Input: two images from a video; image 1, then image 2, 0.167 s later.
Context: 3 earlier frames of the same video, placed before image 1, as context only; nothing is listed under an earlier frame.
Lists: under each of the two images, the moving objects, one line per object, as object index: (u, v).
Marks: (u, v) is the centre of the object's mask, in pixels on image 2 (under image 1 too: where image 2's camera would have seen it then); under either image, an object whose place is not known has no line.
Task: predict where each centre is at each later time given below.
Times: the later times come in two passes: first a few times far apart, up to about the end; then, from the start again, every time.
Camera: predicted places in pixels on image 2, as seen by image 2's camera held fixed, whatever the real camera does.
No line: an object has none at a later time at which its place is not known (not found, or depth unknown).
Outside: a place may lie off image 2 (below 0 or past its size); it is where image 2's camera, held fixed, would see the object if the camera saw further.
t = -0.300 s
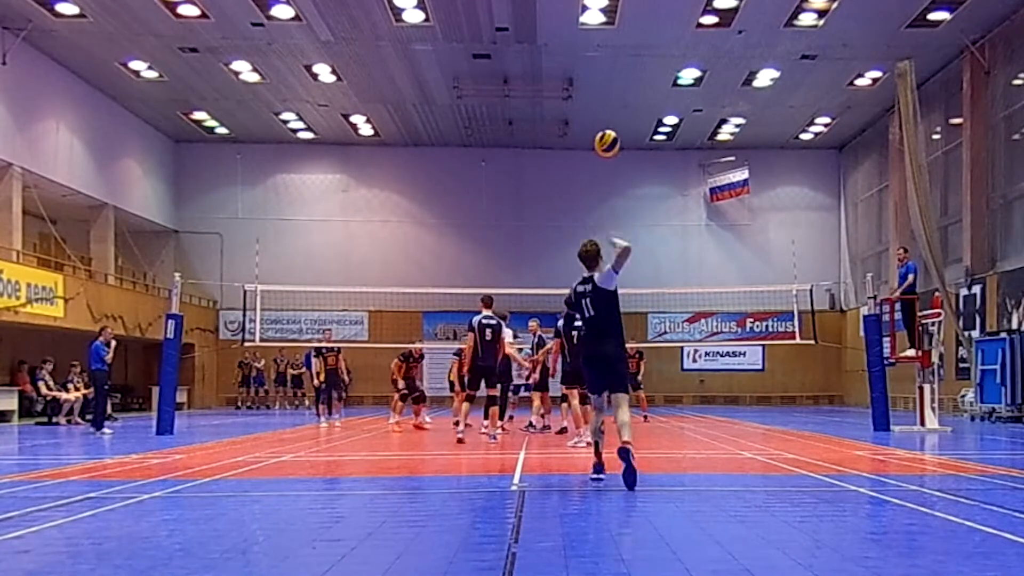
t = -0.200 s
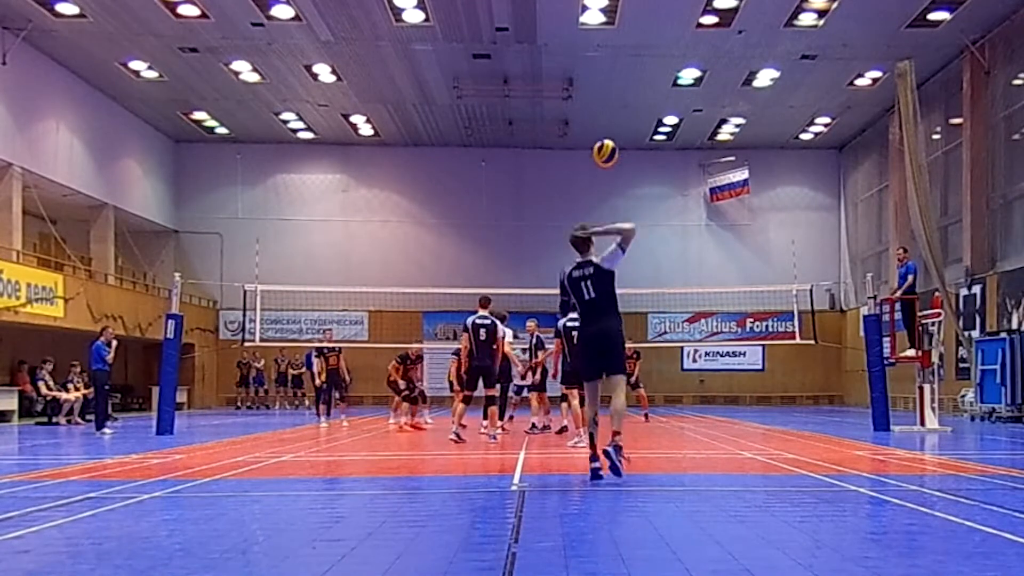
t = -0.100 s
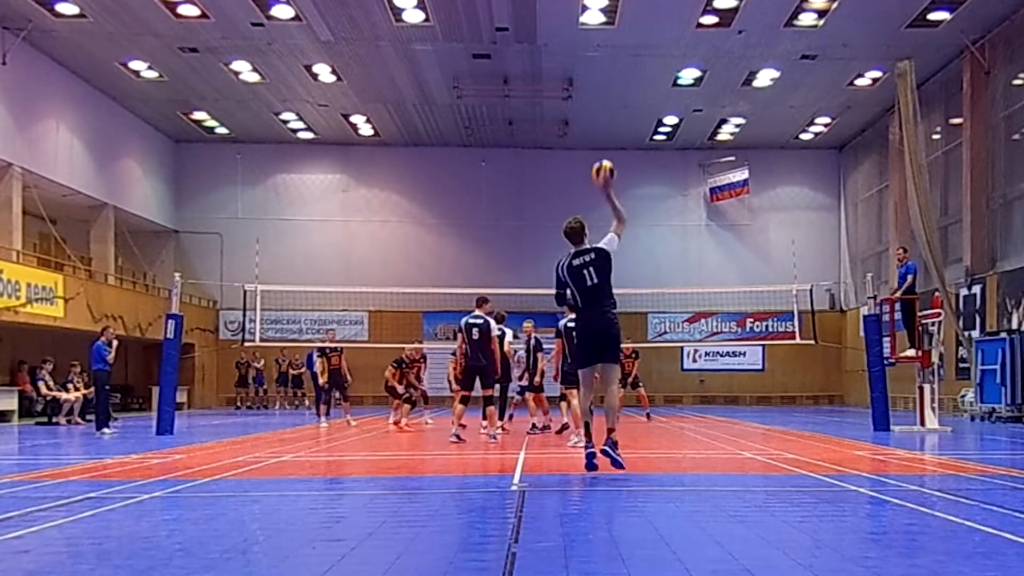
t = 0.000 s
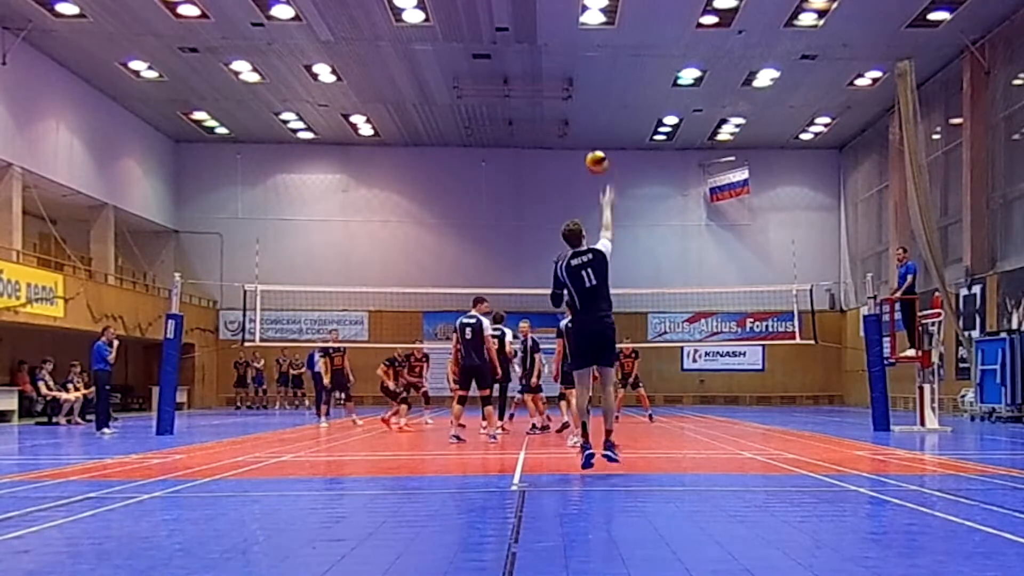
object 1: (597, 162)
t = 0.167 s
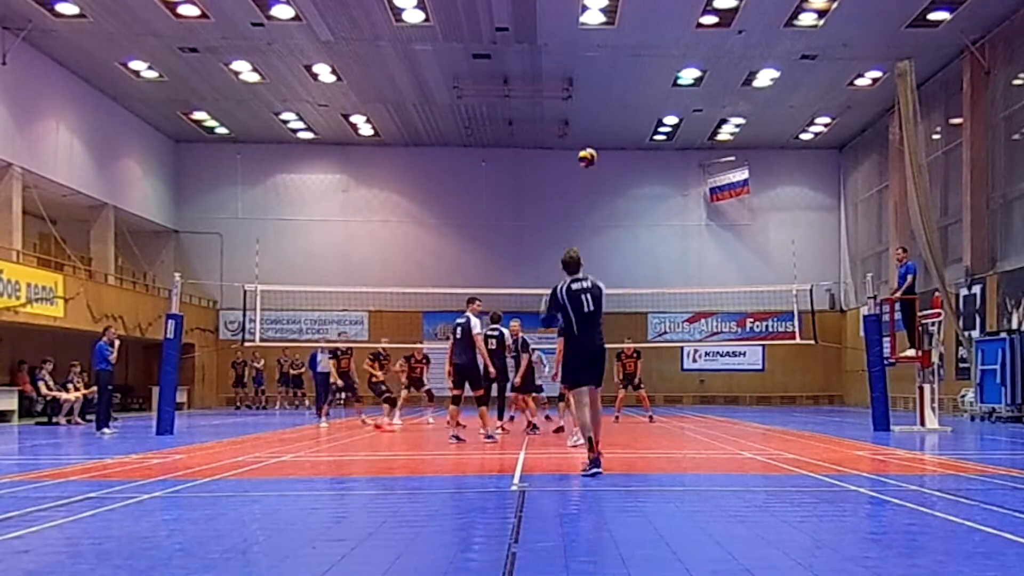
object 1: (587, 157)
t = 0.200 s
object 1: (586, 160)
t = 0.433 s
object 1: (576, 193)
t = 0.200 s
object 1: (586, 160)
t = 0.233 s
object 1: (585, 163)
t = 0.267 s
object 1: (583, 167)
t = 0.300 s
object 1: (581, 172)
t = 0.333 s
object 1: (580, 177)
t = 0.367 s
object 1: (578, 181)
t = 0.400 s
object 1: (577, 187)
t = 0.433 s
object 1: (576, 193)
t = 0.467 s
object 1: (575, 199)
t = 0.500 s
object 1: (575, 205)
